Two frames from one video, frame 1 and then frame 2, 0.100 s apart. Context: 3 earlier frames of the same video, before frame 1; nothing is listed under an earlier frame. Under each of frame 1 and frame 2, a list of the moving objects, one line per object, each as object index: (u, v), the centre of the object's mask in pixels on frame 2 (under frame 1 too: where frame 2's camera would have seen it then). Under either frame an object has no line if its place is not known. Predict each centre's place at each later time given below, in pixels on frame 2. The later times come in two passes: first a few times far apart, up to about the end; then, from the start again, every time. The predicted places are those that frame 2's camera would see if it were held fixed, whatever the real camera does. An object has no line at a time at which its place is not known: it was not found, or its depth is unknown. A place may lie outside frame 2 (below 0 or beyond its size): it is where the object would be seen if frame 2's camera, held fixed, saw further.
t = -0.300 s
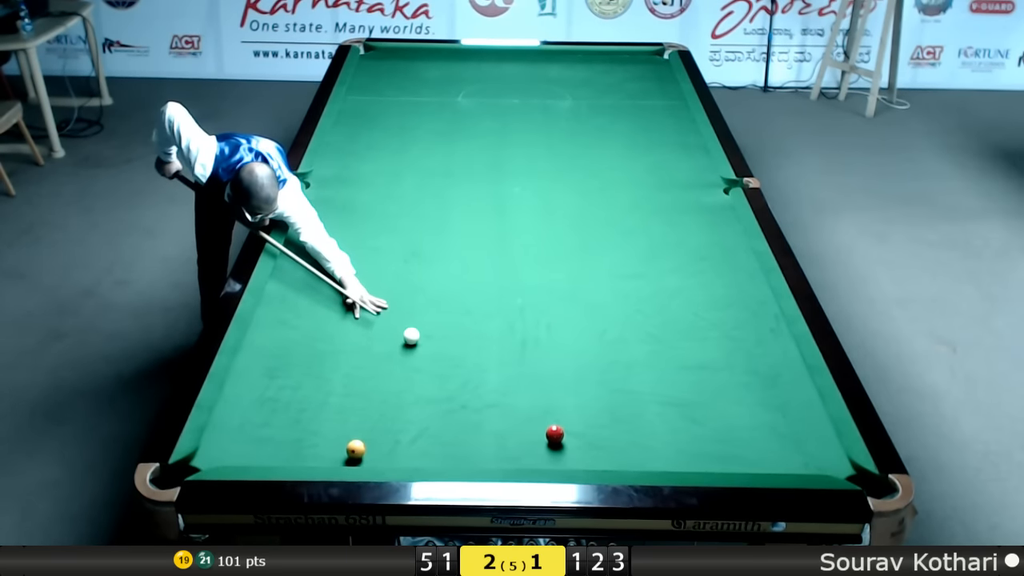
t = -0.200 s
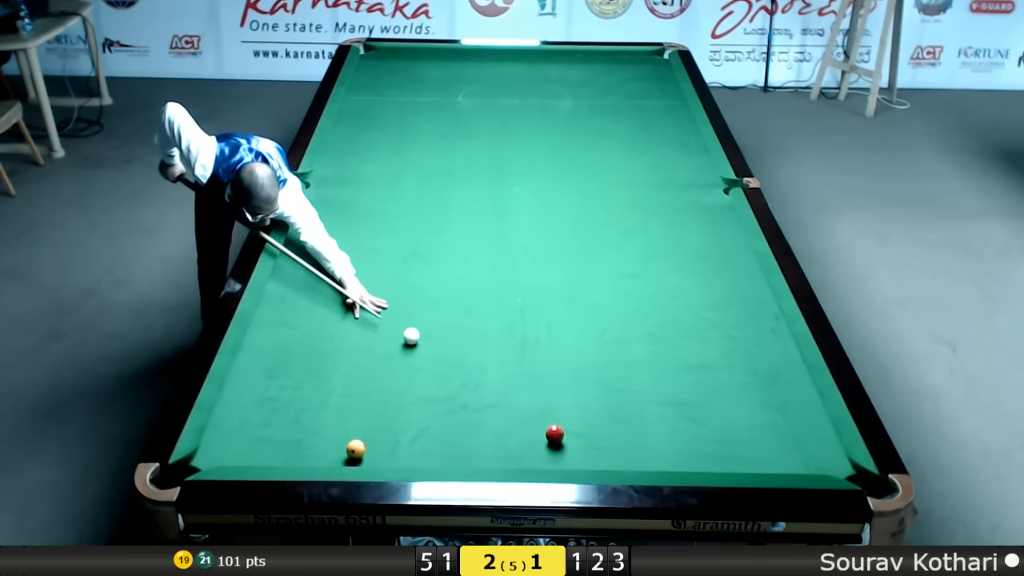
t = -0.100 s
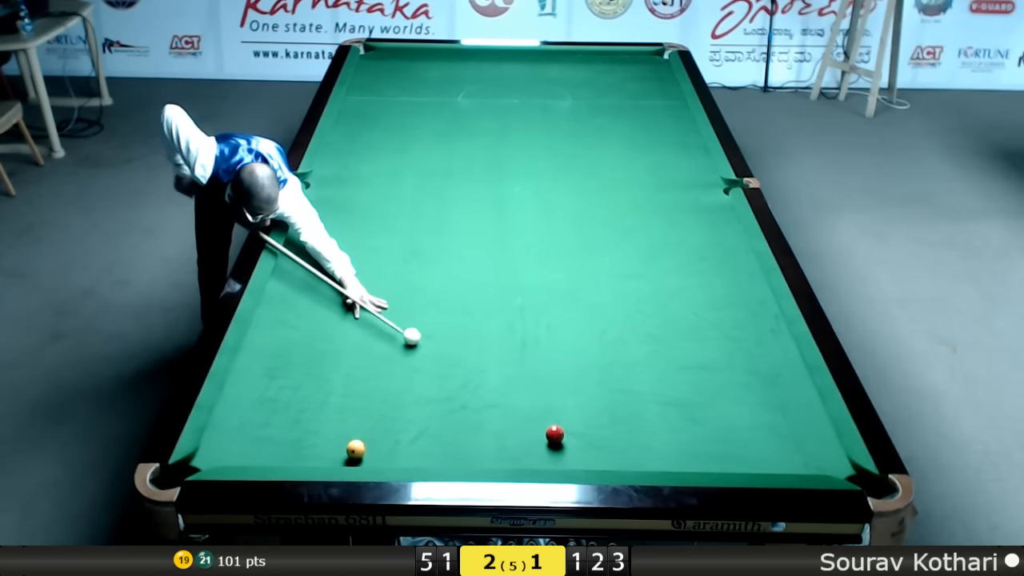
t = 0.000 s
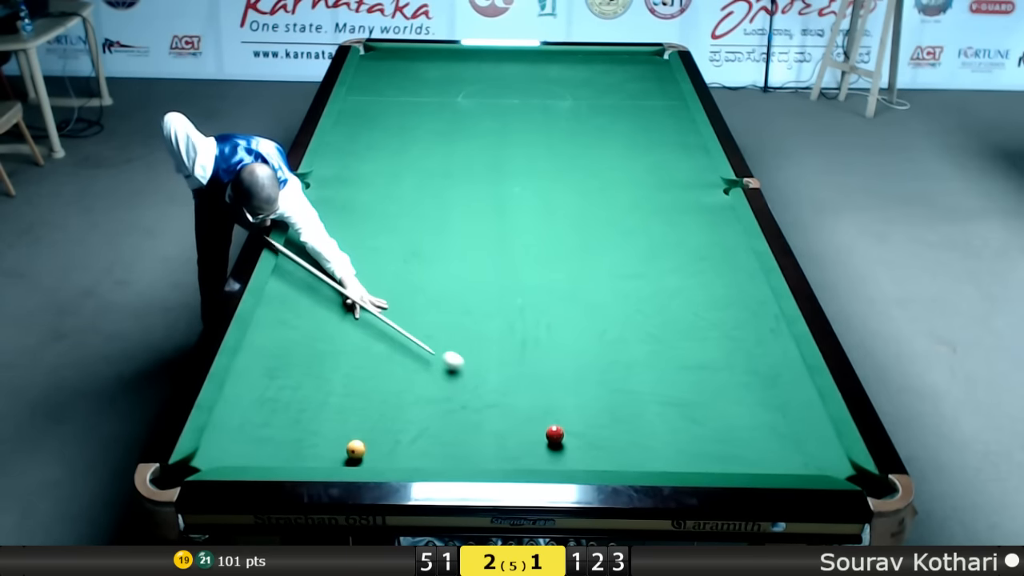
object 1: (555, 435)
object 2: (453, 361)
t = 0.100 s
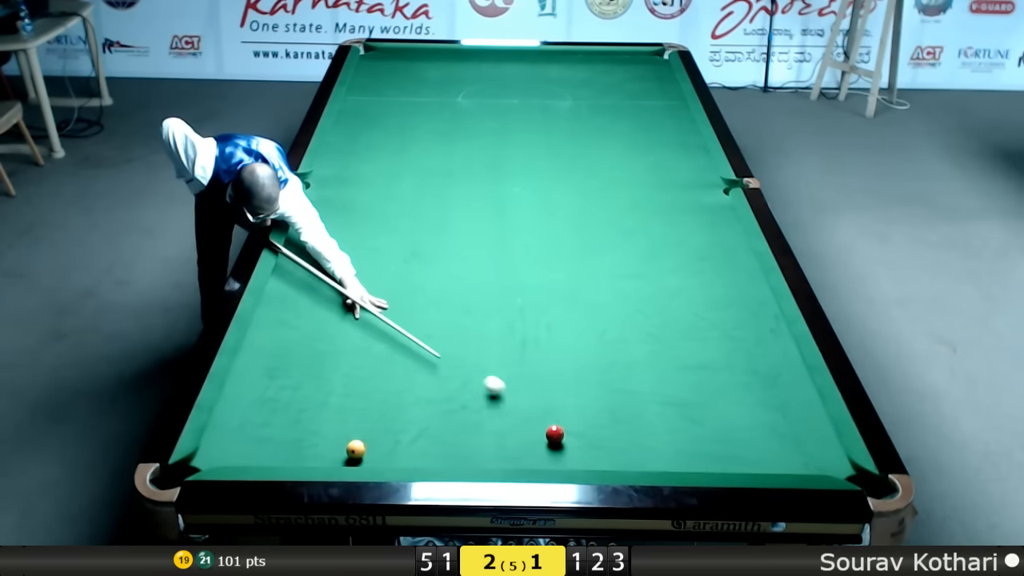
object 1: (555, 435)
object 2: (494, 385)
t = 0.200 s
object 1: (555, 435)
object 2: (535, 411)
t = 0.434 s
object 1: (565, 454)
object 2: (624, 430)
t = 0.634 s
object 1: (571, 423)
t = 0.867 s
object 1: (576, 391)
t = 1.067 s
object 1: (580, 366)
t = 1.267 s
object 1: (584, 344)
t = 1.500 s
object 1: (588, 321)
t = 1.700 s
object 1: (591, 303)
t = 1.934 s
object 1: (594, 283)
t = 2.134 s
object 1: (597, 269)
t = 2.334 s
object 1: (599, 255)
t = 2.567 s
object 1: (601, 240)
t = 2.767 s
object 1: (603, 229)
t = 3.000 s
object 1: (605, 217)
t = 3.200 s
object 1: (607, 207)
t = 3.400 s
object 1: (608, 198)
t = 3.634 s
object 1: (609, 189)
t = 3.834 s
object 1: (611, 181)
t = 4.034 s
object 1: (612, 174)
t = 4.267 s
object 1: (613, 167)
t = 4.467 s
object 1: (613, 161)
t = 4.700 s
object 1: (614, 155)
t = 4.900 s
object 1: (615, 150)
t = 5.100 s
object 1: (616, 145)
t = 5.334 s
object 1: (617, 141)
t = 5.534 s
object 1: (618, 137)
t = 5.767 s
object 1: (618, 133)
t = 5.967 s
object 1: (619, 130)
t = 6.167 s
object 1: (619, 127)
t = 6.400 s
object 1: (619, 125)
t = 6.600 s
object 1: (620, 122)
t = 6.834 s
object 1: (620, 120)
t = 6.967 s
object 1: (620, 119)
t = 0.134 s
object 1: (555, 435)
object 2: (507, 394)
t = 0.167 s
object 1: (555, 435)
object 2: (521, 402)
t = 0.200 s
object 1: (555, 435)
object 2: (535, 411)
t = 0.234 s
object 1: (554, 434)
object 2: (548, 418)
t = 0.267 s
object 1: (556, 442)
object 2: (562, 421)
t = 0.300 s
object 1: (559, 450)
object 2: (574, 423)
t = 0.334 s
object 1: (561, 458)
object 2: (586, 424)
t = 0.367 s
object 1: (563, 462)
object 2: (599, 426)
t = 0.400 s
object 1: (564, 459)
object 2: (611, 428)
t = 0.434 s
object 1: (565, 454)
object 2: (624, 430)
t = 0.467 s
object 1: (566, 448)
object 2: (637, 433)
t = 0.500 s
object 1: (567, 443)
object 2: (650, 435)
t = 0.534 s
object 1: (568, 438)
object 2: (663, 437)
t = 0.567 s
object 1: (569, 433)
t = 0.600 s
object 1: (570, 428)
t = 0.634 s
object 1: (571, 423)
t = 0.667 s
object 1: (571, 418)
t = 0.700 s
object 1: (572, 413)
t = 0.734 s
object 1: (573, 409)
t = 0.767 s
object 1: (574, 404)
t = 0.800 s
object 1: (575, 400)
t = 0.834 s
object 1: (575, 395)
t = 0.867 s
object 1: (576, 391)
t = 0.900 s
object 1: (577, 387)
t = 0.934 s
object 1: (578, 382)
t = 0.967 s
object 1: (578, 378)
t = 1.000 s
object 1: (579, 375)
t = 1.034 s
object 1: (580, 371)
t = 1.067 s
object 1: (580, 366)
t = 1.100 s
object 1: (581, 363)
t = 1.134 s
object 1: (582, 359)
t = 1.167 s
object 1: (582, 355)
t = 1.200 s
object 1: (583, 351)
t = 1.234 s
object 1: (583, 347)
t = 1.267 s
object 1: (584, 344)
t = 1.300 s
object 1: (585, 341)
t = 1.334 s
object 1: (585, 337)
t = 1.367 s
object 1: (586, 334)
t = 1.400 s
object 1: (587, 330)
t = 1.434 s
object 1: (587, 327)
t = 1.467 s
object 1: (588, 324)
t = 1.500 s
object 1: (588, 321)
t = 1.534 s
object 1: (589, 318)
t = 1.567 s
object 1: (589, 315)
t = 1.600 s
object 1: (590, 311)
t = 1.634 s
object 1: (590, 308)
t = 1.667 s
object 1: (591, 306)
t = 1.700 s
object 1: (591, 303)
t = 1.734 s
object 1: (592, 300)
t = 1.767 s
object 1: (592, 297)
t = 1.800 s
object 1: (593, 294)
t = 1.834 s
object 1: (593, 291)
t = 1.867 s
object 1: (593, 289)
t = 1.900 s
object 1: (594, 286)
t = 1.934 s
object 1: (594, 283)
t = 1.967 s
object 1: (595, 281)
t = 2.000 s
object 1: (595, 278)
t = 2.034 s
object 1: (596, 276)
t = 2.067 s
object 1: (596, 273)
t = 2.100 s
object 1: (596, 271)
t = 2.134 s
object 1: (597, 269)
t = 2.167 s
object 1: (597, 266)
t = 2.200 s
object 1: (598, 264)
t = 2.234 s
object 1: (598, 262)
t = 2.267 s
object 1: (598, 259)
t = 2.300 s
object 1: (599, 257)
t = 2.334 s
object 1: (599, 255)
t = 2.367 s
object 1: (599, 253)
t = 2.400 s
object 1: (600, 251)
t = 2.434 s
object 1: (600, 248)
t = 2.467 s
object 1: (600, 246)
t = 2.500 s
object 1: (600, 244)
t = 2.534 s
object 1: (601, 243)
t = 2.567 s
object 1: (601, 240)
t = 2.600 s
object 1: (601, 239)
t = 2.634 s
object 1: (602, 237)
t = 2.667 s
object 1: (602, 235)
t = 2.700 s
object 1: (602, 233)
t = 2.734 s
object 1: (603, 231)
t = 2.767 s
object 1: (603, 229)
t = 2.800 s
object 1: (603, 227)
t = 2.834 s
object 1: (604, 225)
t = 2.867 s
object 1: (604, 223)
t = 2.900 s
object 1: (604, 222)
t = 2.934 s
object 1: (604, 220)
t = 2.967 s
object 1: (605, 219)
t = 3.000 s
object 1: (605, 217)
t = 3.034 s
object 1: (605, 215)
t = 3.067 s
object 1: (605, 214)
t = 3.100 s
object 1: (606, 212)
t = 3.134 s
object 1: (606, 210)
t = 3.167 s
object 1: (606, 209)
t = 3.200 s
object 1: (607, 207)
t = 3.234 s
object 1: (607, 206)
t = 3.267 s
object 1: (607, 204)
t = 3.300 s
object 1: (607, 202)
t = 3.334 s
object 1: (607, 201)
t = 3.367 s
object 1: (607, 200)
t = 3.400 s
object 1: (608, 198)
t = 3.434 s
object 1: (608, 197)
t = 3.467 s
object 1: (608, 195)
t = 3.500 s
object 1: (608, 194)
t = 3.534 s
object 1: (609, 193)
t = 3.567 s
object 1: (609, 191)
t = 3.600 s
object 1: (609, 190)
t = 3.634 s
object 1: (609, 189)
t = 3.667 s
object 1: (610, 187)
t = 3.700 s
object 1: (610, 186)
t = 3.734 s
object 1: (610, 185)
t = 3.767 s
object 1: (610, 184)
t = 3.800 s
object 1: (610, 182)
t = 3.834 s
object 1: (611, 181)
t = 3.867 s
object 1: (611, 180)
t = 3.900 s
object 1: (611, 179)
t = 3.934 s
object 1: (611, 178)
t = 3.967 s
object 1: (611, 177)
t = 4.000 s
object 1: (612, 175)
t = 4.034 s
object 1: (612, 174)
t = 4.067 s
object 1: (612, 173)
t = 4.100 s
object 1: (612, 172)
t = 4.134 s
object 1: (612, 171)
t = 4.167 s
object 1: (612, 170)
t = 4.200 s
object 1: (612, 169)
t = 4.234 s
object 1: (612, 168)
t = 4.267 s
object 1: (613, 167)
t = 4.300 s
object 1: (613, 166)
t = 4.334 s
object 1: (613, 165)
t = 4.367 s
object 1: (613, 164)
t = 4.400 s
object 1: (613, 163)
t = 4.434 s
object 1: (613, 162)
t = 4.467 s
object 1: (613, 161)
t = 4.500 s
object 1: (613, 160)
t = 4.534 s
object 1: (614, 159)
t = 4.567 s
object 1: (614, 158)
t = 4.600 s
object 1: (614, 157)
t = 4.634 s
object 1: (614, 156)
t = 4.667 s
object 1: (614, 156)
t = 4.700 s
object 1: (614, 155)
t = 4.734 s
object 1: (615, 154)
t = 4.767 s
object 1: (615, 153)
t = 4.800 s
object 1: (615, 152)
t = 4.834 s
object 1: (615, 152)
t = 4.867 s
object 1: (615, 151)
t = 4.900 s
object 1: (615, 150)
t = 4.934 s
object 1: (616, 149)
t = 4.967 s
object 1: (616, 148)
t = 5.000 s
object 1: (616, 148)
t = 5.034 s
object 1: (616, 147)
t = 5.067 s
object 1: (616, 146)
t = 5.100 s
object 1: (616, 145)
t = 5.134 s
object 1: (616, 145)
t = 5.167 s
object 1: (616, 144)
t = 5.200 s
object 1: (617, 143)
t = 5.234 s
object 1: (617, 143)
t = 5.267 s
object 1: (617, 142)
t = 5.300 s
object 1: (617, 141)
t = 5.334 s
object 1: (617, 141)
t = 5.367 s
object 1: (617, 140)
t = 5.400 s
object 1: (617, 139)
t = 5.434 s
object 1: (617, 139)
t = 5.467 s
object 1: (617, 138)
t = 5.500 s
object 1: (618, 138)
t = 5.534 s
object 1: (618, 137)
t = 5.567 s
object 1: (618, 136)
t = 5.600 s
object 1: (618, 136)
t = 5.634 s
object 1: (618, 135)
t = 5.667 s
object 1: (618, 135)
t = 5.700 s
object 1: (618, 134)
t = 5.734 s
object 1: (618, 134)
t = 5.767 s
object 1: (618, 133)
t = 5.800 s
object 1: (618, 132)
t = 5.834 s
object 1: (618, 132)
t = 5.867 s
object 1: (619, 131)
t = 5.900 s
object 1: (619, 131)
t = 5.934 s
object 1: (619, 130)
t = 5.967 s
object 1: (619, 130)
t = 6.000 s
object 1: (619, 129)
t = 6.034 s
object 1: (619, 129)
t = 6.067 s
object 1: (619, 129)
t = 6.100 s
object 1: (619, 128)
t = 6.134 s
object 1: (619, 128)
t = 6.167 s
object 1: (619, 127)
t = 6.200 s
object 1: (619, 127)
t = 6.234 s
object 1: (619, 126)
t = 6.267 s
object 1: (619, 126)
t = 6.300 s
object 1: (619, 126)
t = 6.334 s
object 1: (619, 125)
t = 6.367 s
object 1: (619, 125)
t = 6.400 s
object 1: (619, 125)
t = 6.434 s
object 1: (619, 124)
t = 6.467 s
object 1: (619, 124)
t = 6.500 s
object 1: (619, 123)
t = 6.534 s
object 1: (620, 123)
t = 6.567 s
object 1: (620, 123)
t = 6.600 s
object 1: (620, 122)
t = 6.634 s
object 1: (620, 122)
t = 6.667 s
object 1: (620, 122)
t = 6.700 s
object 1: (620, 121)
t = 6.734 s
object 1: (620, 121)
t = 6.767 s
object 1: (620, 121)
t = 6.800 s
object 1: (620, 121)
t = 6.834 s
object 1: (620, 120)
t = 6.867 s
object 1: (620, 120)
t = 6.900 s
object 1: (620, 120)
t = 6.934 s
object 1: (620, 120)
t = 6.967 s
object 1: (620, 119)
